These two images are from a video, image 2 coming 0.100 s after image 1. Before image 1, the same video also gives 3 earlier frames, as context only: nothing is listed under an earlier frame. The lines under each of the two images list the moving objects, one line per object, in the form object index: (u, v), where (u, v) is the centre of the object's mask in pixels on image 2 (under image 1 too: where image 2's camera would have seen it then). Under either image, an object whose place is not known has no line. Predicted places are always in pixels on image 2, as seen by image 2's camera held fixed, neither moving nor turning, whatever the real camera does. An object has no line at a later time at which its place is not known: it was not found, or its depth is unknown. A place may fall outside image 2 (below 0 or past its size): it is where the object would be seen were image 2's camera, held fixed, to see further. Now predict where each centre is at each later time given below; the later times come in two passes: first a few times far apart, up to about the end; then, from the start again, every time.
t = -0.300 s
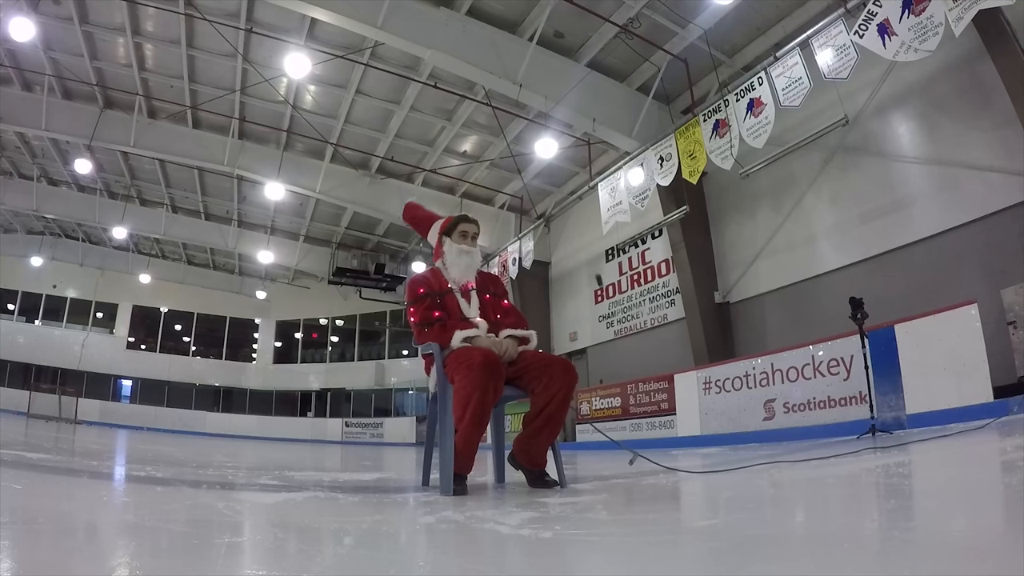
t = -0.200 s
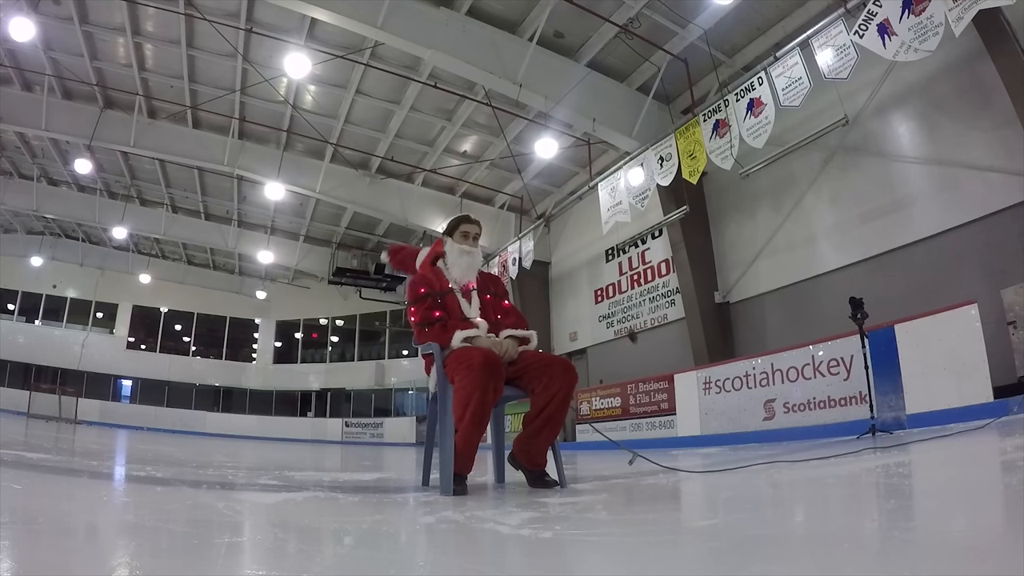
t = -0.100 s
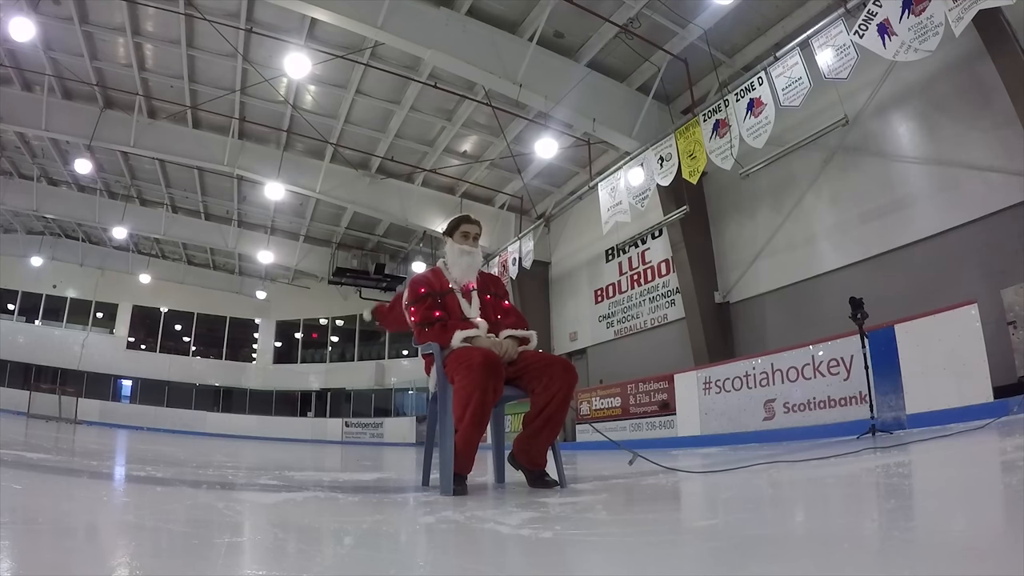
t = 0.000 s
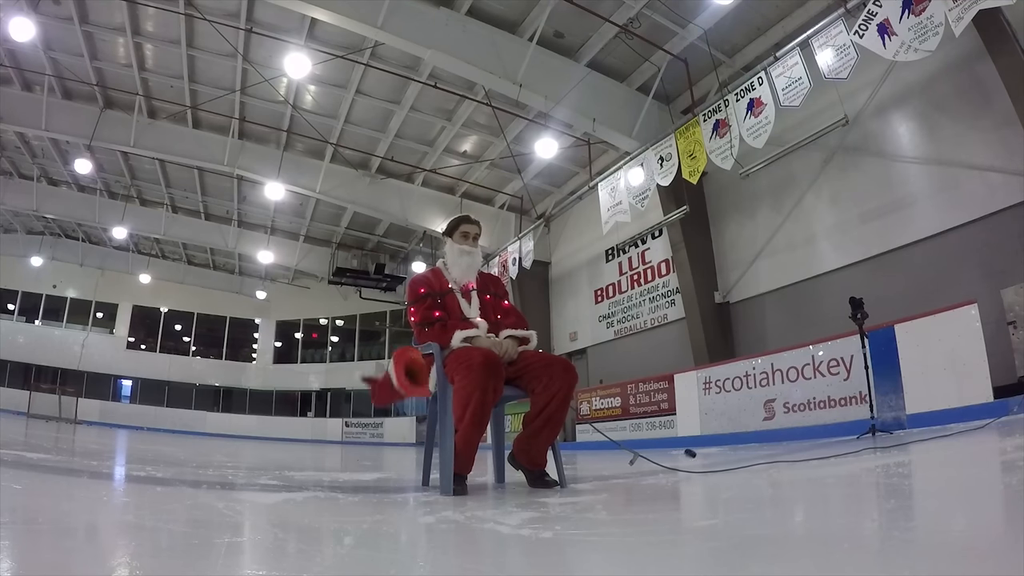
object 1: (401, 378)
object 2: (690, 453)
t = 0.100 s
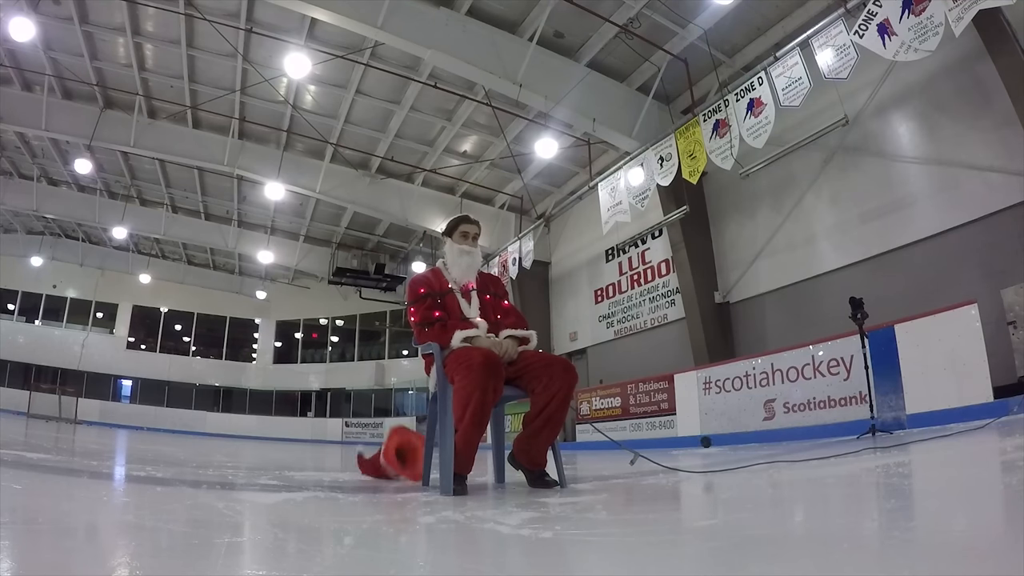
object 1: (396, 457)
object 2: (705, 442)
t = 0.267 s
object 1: (392, 434)
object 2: (731, 456)
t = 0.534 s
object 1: (387, 446)
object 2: (762, 449)
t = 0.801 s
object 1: (390, 457)
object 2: (787, 445)
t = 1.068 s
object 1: (392, 459)
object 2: (805, 442)
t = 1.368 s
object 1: (391, 460)
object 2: (819, 439)
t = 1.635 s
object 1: (391, 460)
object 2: (828, 437)
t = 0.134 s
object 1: (395, 461)
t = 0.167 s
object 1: (395, 453)
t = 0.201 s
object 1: (394, 446)
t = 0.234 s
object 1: (393, 438)
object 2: (726, 451)
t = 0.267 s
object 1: (392, 434)
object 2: (731, 456)
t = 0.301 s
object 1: (390, 431)
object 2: (735, 452)
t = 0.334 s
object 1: (389, 430)
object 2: (739, 450)
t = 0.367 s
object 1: (388, 431)
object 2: (743, 450)
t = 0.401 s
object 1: (386, 433)
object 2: (747, 452)
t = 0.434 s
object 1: (386, 436)
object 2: (751, 451)
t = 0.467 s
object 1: (386, 438)
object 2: (755, 451)
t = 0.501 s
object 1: (386, 441)
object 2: (759, 449)
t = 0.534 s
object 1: (387, 446)
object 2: (762, 449)
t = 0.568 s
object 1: (388, 451)
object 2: (766, 449)
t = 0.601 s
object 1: (388, 457)
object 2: (769, 449)
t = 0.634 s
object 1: (389, 458)
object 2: (772, 448)
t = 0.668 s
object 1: (389, 456)
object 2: (775, 447)
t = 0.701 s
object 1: (389, 455)
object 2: (778, 447)
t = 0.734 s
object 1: (389, 456)
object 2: (781, 447)
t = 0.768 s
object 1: (390, 457)
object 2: (784, 446)
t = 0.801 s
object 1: (390, 457)
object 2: (787, 445)
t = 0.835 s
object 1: (391, 457)
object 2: (789, 445)
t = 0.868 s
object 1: (392, 457)
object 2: (792, 445)
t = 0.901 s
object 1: (392, 457)
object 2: (794, 444)
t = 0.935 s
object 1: (392, 458)
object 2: (796, 444)
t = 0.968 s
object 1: (392, 458)
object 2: (799, 443)
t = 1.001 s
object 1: (392, 458)
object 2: (801, 443)
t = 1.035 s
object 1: (392, 458)
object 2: (803, 443)
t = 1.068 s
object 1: (392, 459)
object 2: (805, 442)
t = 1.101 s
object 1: (392, 459)
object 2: (806, 442)
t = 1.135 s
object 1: (392, 459)
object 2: (808, 442)
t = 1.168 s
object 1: (392, 460)
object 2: (810, 441)
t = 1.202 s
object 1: (392, 460)
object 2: (812, 441)
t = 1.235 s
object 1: (391, 460)
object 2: (813, 440)
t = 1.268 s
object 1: (391, 460)
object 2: (815, 441)
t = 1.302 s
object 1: (391, 460)
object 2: (817, 440)
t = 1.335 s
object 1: (391, 460)
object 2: (818, 440)
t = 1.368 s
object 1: (391, 460)
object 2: (819, 439)
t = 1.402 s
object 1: (391, 460)
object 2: (821, 439)
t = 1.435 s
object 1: (391, 460)
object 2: (822, 439)
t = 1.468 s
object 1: (391, 460)
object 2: (823, 438)
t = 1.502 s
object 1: (391, 460)
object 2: (824, 438)
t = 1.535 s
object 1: (391, 460)
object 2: (825, 438)
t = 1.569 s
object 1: (391, 460)
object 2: (826, 438)
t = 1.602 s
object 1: (391, 460)
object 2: (828, 438)
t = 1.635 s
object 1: (391, 460)
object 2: (828, 437)
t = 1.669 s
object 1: (391, 460)
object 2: (829, 437)
